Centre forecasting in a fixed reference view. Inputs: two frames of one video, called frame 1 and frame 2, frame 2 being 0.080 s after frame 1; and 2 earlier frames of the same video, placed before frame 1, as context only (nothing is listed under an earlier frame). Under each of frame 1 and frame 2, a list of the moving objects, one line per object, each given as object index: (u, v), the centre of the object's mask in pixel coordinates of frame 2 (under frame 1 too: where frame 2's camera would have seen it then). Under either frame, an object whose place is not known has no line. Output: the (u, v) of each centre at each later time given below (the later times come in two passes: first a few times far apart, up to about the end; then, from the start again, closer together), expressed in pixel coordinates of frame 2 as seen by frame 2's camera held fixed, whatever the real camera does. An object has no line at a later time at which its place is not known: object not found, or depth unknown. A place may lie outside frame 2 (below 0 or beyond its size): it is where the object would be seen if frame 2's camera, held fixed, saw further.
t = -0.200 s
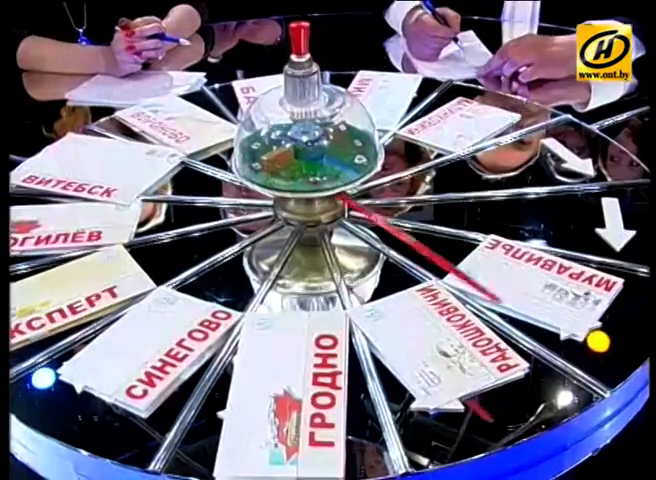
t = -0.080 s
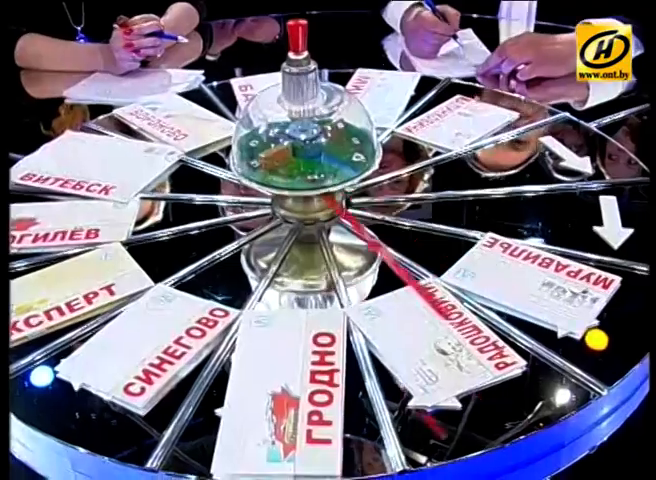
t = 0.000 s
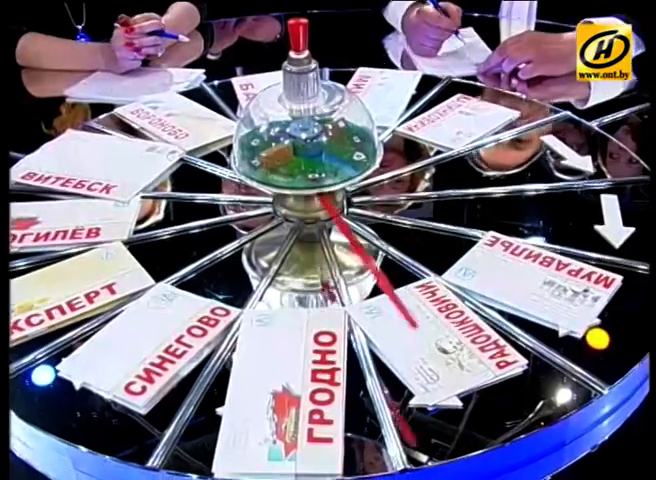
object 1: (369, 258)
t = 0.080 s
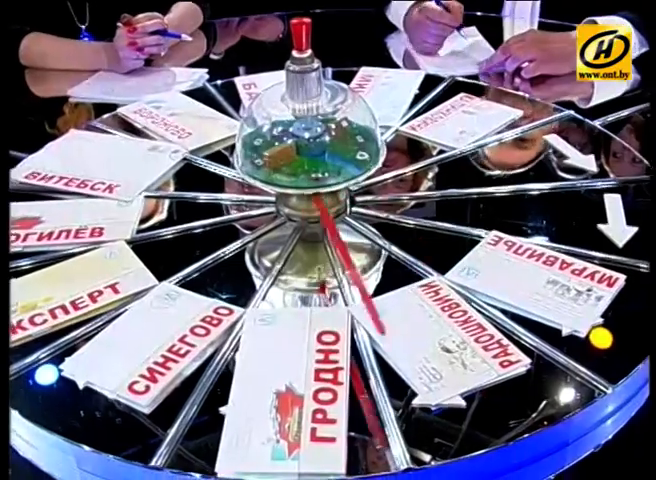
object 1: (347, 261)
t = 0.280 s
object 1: (298, 268)
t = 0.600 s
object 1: (232, 259)
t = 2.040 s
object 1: (170, 228)
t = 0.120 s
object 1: (337, 264)
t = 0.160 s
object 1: (328, 267)
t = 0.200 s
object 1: (316, 261)
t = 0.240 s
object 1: (307, 264)
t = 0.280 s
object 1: (298, 268)
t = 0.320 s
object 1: (288, 267)
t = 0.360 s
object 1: (278, 266)
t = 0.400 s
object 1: (270, 264)
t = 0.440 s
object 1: (261, 264)
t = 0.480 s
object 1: (251, 268)
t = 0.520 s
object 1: (246, 260)
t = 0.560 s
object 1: (240, 257)
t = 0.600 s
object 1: (232, 259)
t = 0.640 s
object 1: (222, 262)
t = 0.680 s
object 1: (226, 246)
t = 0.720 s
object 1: (222, 245)
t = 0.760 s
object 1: (220, 241)
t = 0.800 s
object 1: (210, 244)
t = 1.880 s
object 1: (170, 228)
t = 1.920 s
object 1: (170, 228)
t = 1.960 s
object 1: (167, 229)
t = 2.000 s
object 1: (169, 228)
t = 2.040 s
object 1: (170, 228)
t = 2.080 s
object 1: (168, 228)
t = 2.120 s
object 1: (169, 228)
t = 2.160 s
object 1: (167, 229)
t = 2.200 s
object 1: (167, 228)
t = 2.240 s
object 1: (167, 228)
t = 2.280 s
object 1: (166, 229)
